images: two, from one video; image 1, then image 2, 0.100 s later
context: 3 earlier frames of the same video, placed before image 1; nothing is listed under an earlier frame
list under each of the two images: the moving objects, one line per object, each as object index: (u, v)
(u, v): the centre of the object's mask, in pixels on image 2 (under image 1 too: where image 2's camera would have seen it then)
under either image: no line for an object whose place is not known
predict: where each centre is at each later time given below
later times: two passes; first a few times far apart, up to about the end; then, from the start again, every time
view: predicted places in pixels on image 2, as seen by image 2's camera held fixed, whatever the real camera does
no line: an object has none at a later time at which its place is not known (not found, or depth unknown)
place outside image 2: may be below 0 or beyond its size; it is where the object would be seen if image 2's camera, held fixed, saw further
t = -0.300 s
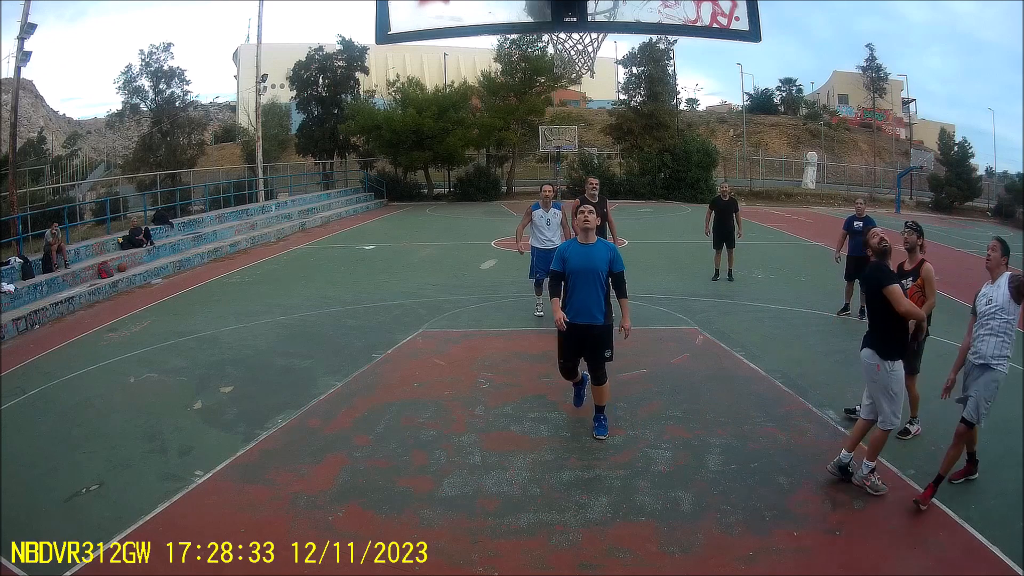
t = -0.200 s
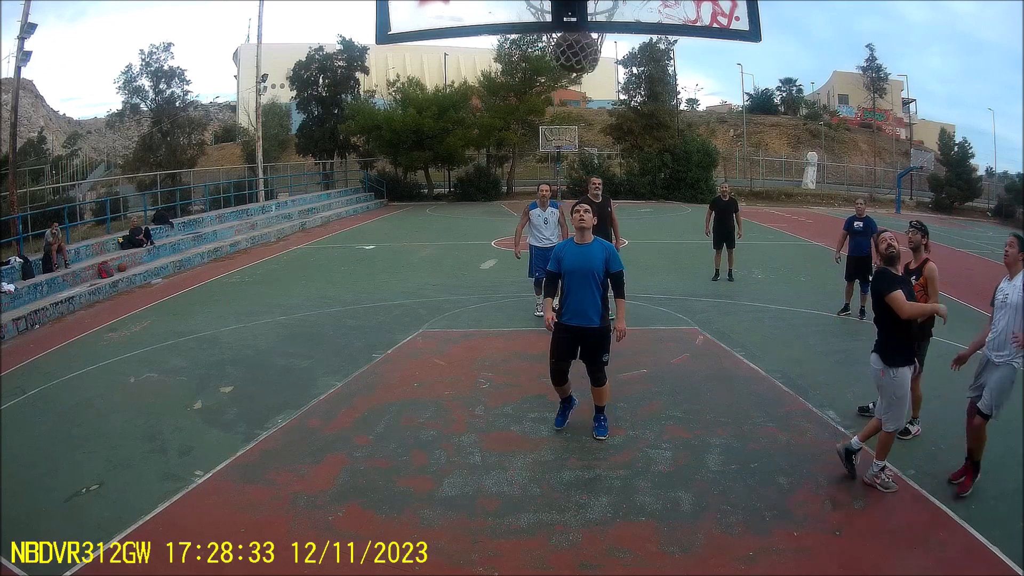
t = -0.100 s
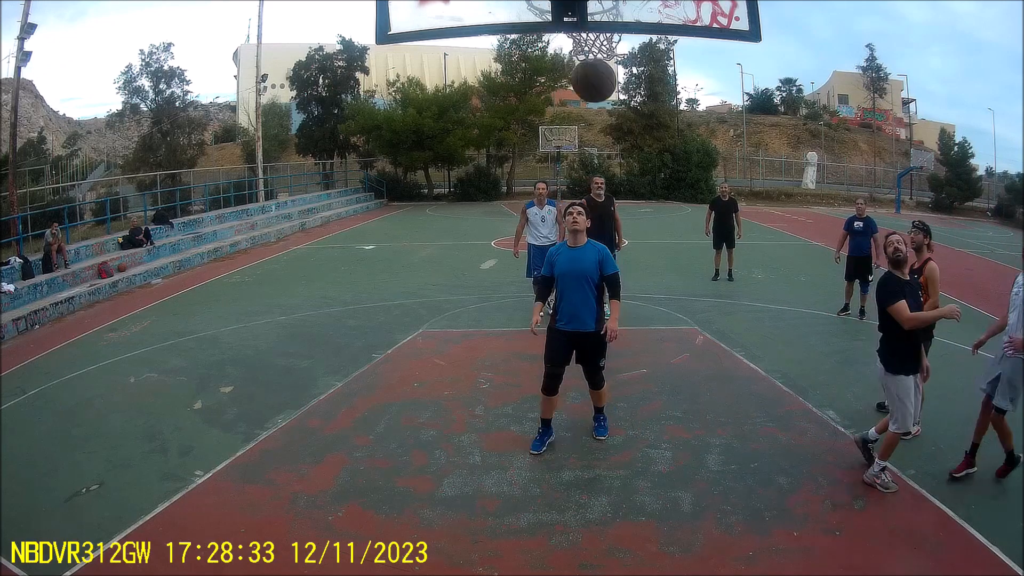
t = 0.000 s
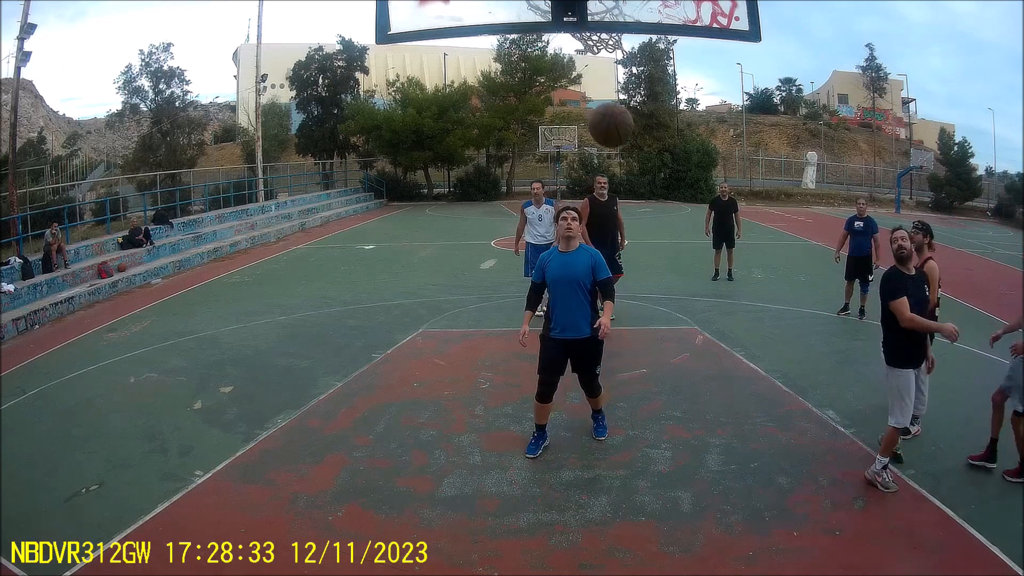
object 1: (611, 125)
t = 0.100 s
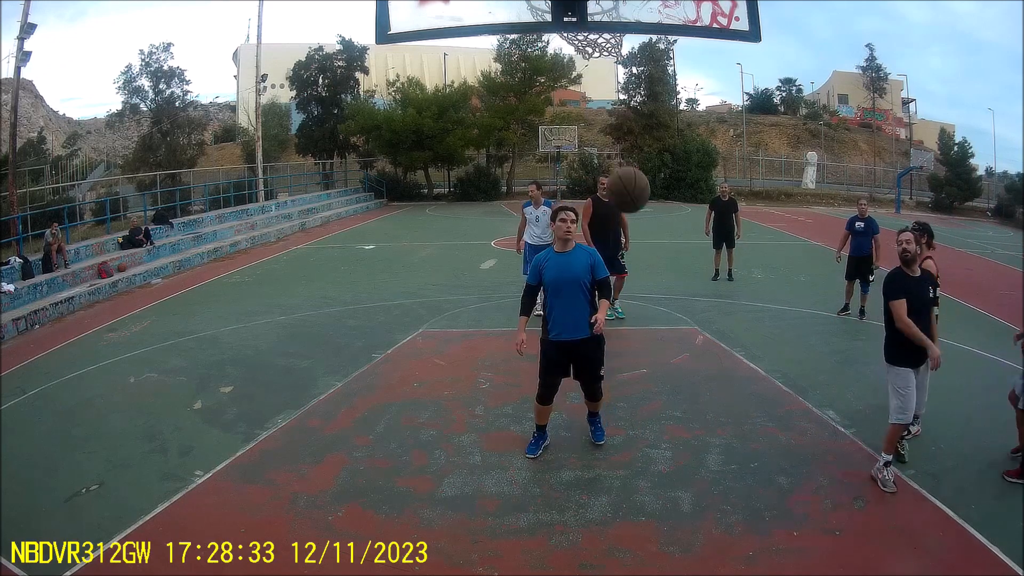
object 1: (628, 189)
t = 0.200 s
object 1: (643, 273)
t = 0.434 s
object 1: (659, 484)
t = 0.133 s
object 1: (633, 216)
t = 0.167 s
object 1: (638, 243)
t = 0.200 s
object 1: (643, 273)
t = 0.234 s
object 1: (647, 304)
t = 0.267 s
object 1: (650, 336)
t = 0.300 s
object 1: (653, 369)
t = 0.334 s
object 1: (655, 401)
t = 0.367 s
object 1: (656, 434)
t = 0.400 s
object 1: (657, 467)
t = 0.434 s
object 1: (659, 484)
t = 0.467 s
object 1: (666, 463)
